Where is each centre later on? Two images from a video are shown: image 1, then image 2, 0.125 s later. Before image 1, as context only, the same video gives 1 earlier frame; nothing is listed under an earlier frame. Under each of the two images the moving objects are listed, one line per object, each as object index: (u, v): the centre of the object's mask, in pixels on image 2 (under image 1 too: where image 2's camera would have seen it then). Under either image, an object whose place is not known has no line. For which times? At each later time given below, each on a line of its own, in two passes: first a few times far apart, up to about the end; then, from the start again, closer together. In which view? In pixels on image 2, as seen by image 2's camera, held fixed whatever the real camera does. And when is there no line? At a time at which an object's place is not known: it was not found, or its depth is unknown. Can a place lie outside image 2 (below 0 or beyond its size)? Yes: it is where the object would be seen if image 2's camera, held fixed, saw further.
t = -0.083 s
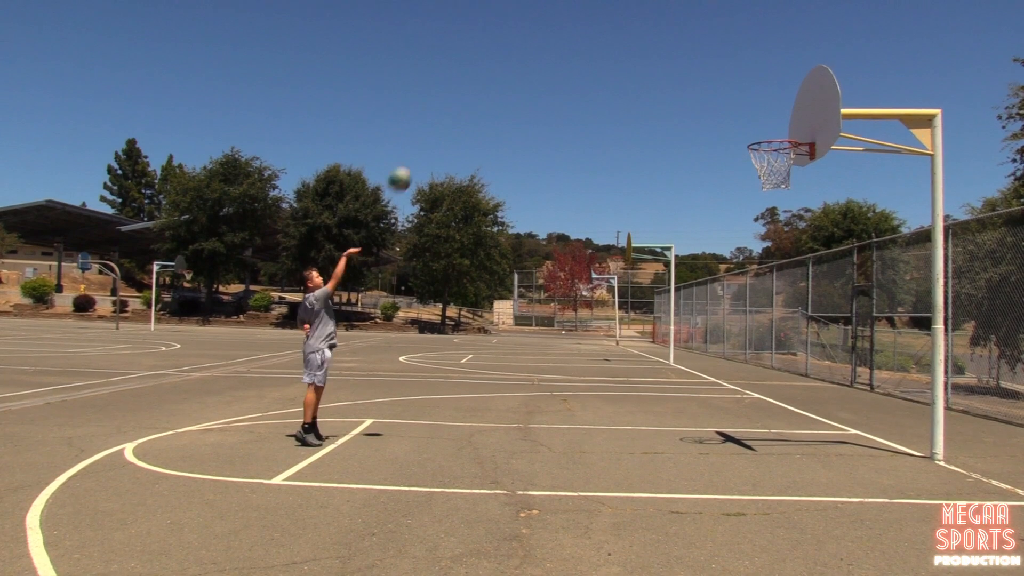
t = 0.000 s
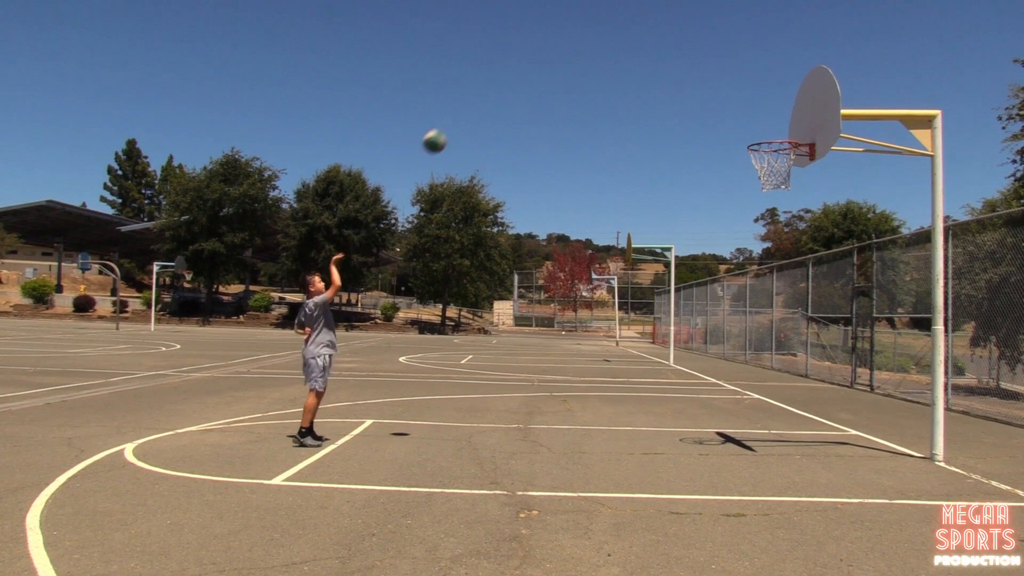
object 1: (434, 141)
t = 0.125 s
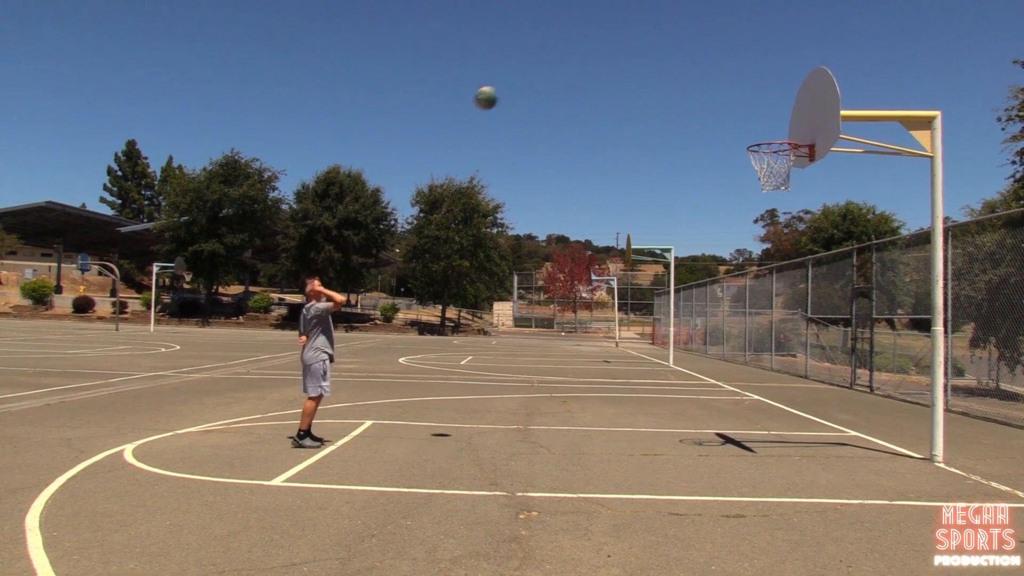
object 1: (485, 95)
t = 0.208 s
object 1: (520, 76)
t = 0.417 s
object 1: (603, 54)
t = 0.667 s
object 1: (702, 84)
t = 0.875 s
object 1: (783, 154)
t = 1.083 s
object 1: (794, 176)
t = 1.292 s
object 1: (789, 217)
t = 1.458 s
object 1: (785, 286)
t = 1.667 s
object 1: (780, 413)
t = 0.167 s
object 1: (502, 85)
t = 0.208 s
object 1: (520, 76)
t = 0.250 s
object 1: (537, 68)
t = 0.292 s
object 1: (554, 62)
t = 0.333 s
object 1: (571, 57)
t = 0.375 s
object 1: (587, 55)
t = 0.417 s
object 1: (603, 54)
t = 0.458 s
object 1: (620, 54)
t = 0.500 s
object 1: (637, 57)
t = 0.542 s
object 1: (654, 61)
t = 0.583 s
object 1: (670, 67)
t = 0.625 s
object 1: (686, 75)
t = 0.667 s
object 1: (702, 84)
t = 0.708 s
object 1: (719, 95)
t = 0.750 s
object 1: (735, 107)
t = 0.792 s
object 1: (751, 122)
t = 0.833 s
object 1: (766, 136)
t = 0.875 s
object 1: (783, 154)
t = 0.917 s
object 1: (794, 168)
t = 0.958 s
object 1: (795, 169)
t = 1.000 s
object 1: (794, 169)
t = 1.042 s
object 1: (795, 171)
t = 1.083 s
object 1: (794, 176)
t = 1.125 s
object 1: (793, 181)
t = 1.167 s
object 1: (792, 188)
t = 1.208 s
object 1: (791, 196)
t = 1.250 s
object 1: (791, 207)
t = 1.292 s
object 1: (789, 217)
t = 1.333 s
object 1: (789, 231)
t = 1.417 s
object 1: (785, 265)
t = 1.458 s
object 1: (785, 286)
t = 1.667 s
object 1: (780, 413)
